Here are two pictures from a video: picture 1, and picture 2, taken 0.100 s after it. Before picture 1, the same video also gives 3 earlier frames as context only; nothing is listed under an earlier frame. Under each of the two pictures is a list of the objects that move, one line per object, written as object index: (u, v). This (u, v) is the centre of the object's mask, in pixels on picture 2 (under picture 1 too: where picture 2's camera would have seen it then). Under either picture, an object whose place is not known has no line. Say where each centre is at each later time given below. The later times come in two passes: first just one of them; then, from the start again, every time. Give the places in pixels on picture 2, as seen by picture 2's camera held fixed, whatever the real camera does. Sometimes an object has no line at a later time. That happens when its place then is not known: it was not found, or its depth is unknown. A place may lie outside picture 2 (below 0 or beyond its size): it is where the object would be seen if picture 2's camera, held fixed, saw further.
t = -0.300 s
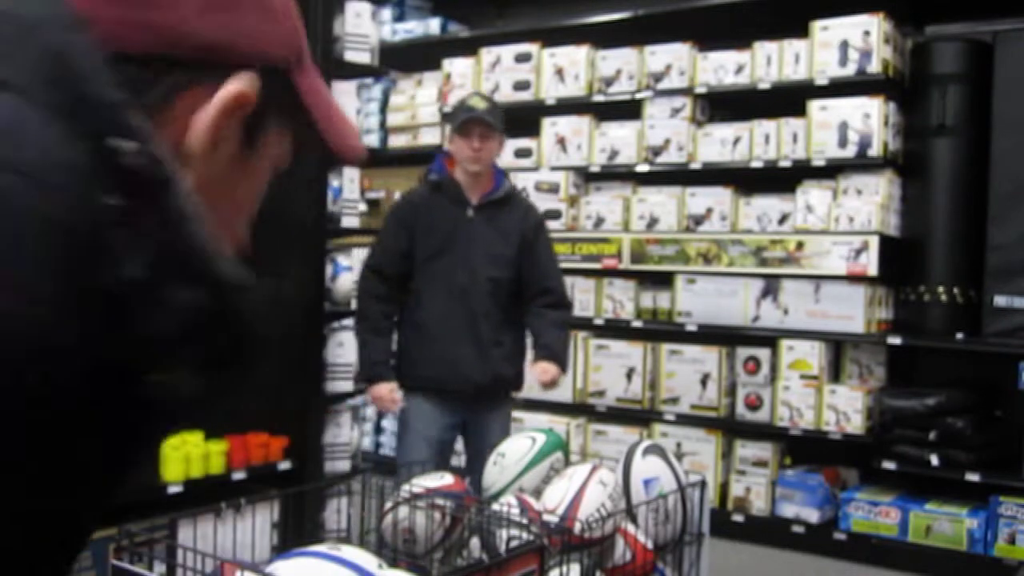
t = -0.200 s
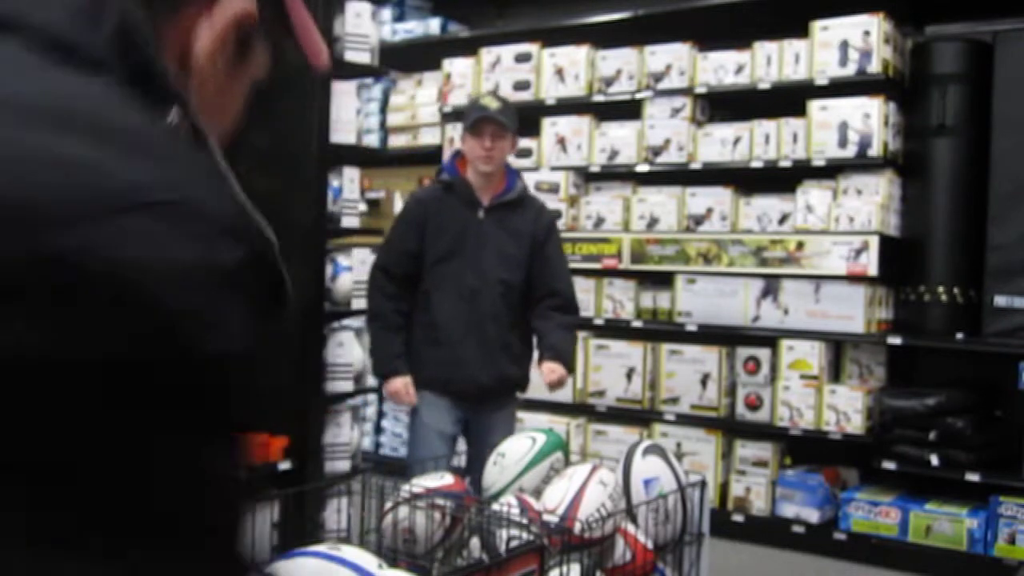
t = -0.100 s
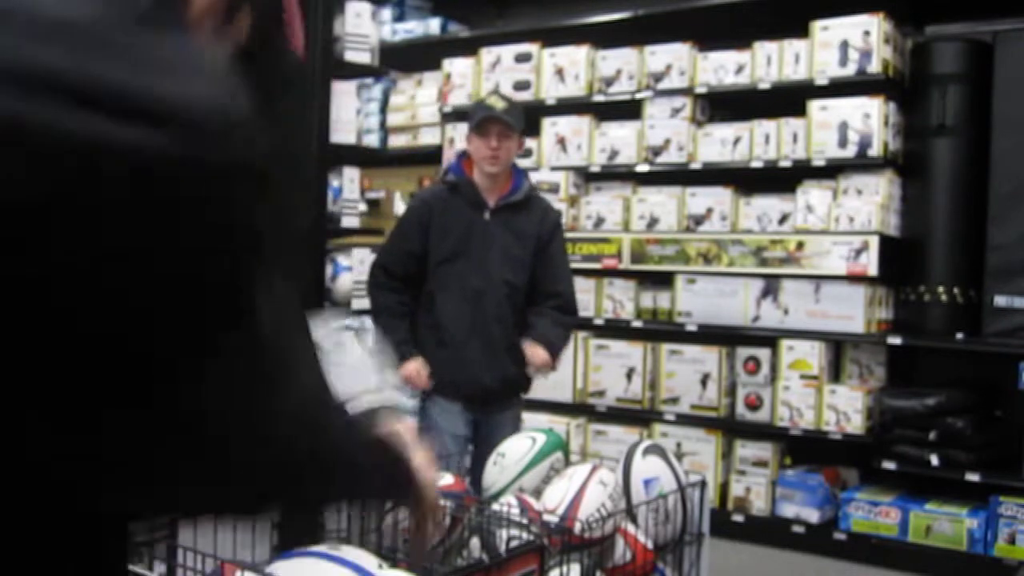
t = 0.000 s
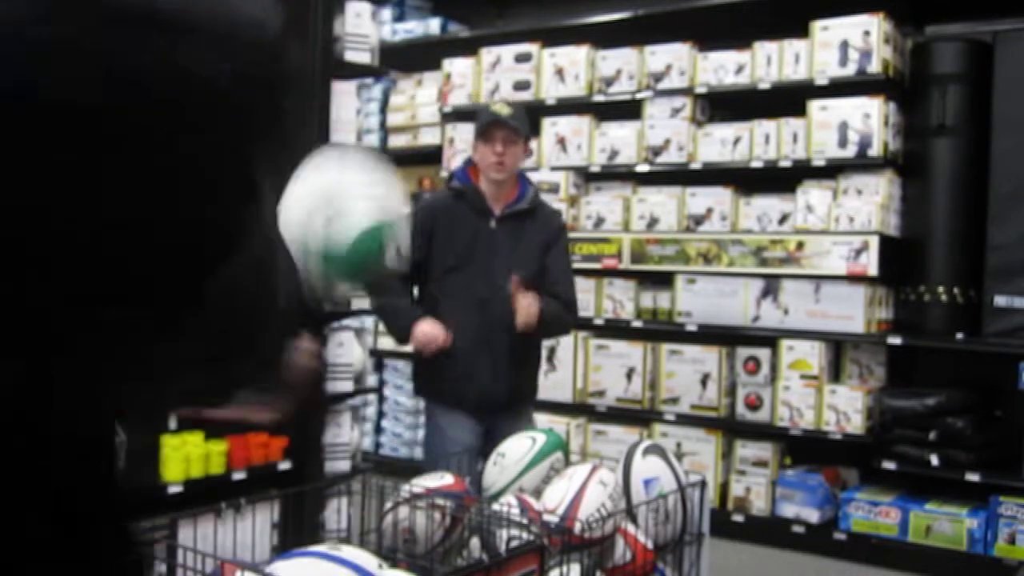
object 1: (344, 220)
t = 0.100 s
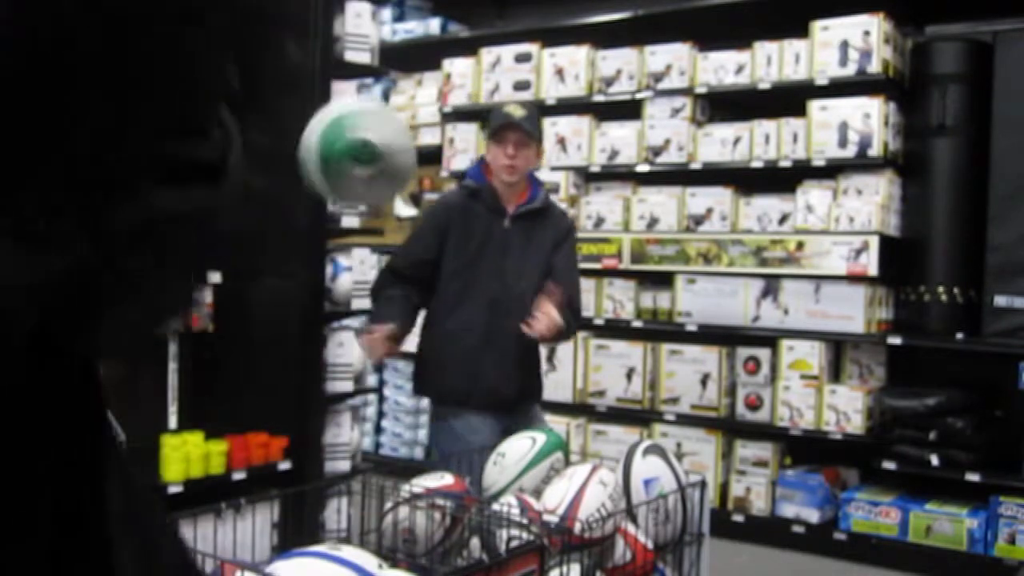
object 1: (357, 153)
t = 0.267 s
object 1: (373, 171)
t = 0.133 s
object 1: (360, 144)
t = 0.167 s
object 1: (367, 144)
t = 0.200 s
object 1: (371, 149)
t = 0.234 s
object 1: (373, 159)
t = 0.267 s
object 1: (373, 171)
